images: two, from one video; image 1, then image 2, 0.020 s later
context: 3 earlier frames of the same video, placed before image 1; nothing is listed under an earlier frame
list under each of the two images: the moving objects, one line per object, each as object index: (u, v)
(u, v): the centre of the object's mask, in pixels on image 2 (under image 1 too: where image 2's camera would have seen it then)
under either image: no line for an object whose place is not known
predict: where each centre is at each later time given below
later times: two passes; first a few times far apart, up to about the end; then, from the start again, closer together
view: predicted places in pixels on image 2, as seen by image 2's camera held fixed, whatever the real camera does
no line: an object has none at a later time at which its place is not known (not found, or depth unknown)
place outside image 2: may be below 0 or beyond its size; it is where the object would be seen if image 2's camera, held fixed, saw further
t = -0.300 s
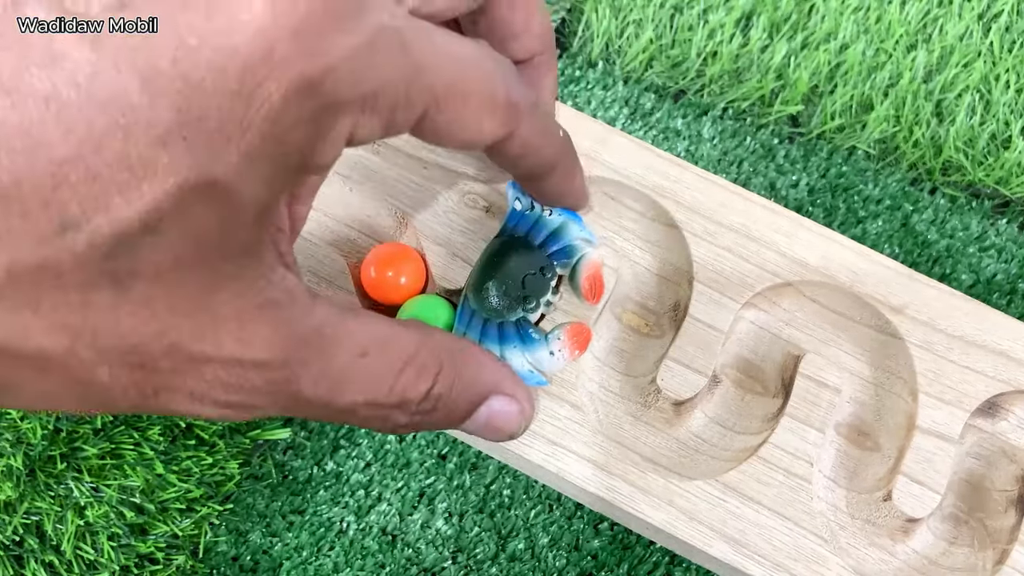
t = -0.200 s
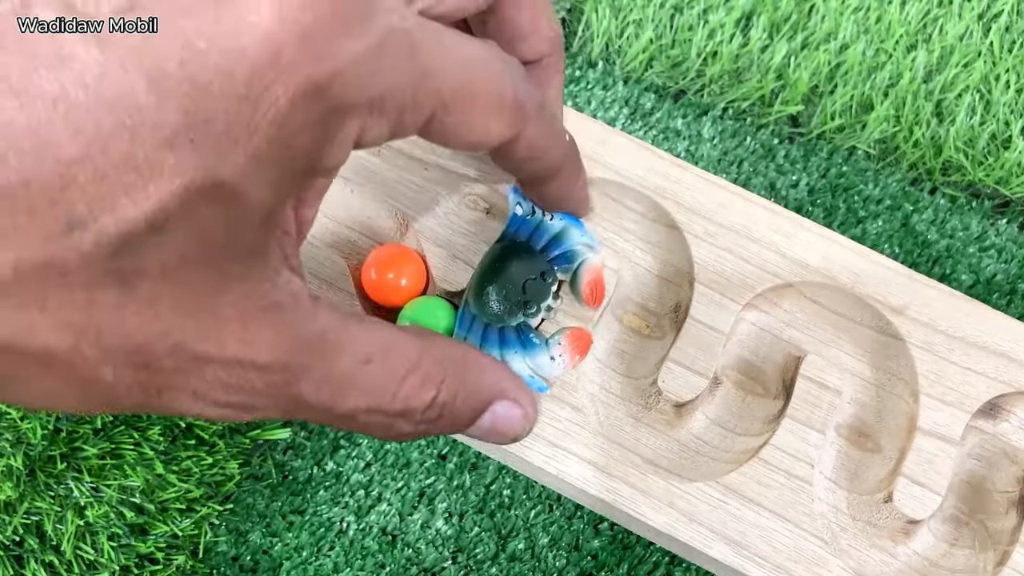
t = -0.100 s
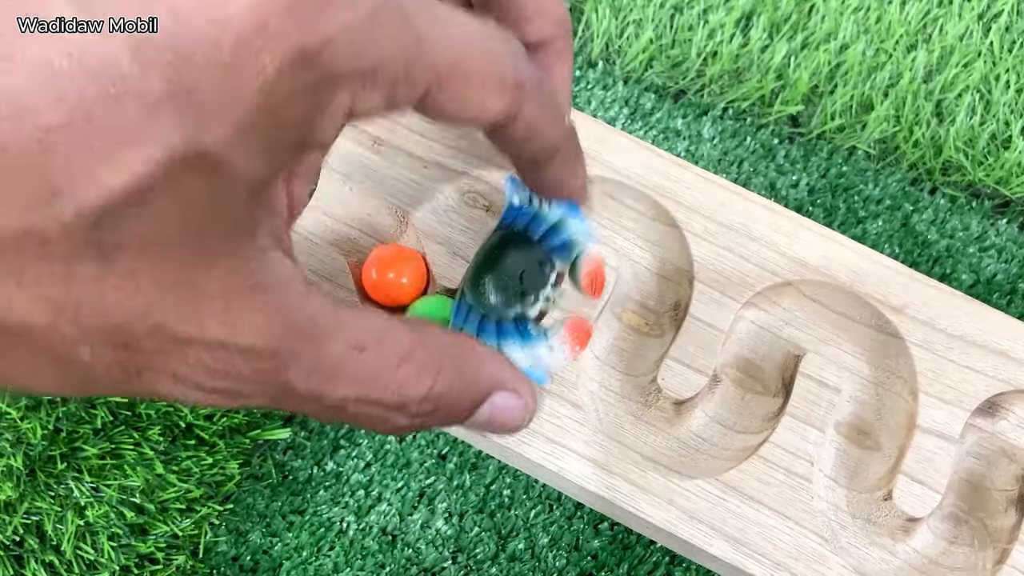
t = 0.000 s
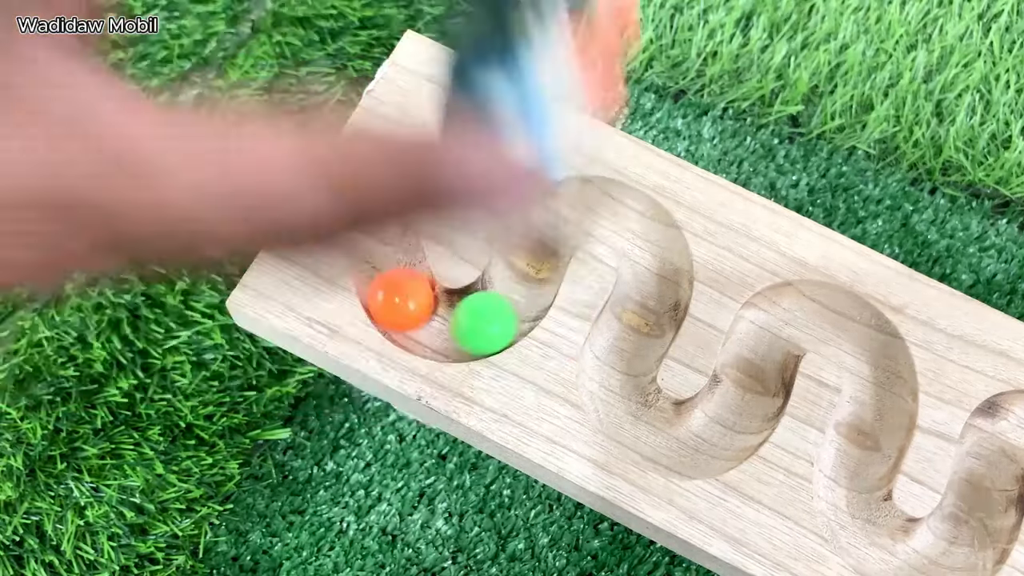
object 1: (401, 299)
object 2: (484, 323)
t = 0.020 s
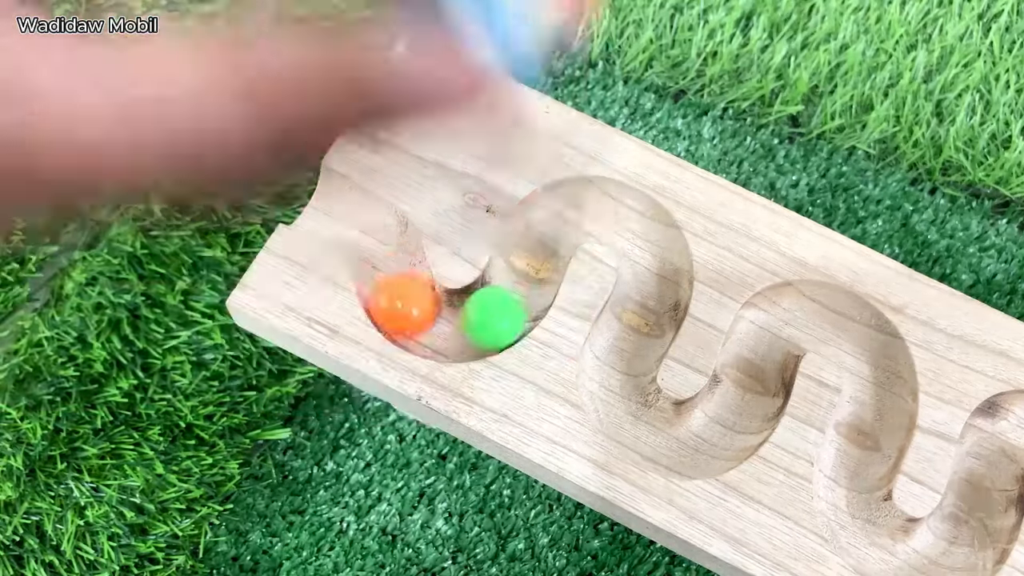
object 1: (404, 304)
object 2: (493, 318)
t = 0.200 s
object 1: (522, 287)
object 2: (557, 213)
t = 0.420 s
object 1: (646, 234)
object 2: (634, 336)
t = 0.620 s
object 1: (631, 418)
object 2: (731, 425)
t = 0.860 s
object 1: (796, 313)
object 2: (882, 369)
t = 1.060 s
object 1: (855, 472)
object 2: (892, 551)
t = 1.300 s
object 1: (992, 464)
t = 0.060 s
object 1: (414, 319)
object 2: (513, 302)
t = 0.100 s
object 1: (447, 329)
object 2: (531, 269)
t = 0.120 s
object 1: (460, 329)
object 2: (534, 259)
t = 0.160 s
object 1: (488, 322)
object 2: (540, 236)
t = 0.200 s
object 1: (522, 287)
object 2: (557, 213)
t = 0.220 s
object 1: (529, 275)
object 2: (570, 209)
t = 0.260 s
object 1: (537, 249)
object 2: (595, 207)
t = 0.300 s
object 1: (552, 217)
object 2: (638, 225)
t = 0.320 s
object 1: (561, 212)
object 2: (649, 239)
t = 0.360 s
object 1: (587, 209)
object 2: (661, 271)
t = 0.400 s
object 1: (632, 221)
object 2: (644, 321)
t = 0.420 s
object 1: (646, 234)
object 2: (634, 336)
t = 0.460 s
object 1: (660, 265)
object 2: (617, 366)
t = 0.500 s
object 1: (647, 314)
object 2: (619, 406)
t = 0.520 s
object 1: (639, 330)
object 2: (630, 418)
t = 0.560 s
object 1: (620, 362)
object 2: (661, 439)
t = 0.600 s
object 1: (620, 404)
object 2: (715, 436)
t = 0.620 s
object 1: (631, 418)
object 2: (731, 425)
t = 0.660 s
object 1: (660, 438)
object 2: (752, 394)
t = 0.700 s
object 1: (718, 436)
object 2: (766, 339)
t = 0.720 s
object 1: (731, 423)
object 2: (772, 323)
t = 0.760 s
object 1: (754, 391)
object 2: (797, 312)
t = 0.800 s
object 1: (766, 334)
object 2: (845, 325)
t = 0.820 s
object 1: (773, 322)
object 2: (862, 336)
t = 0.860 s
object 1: (796, 313)
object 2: (882, 369)
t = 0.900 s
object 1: (841, 323)
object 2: (878, 427)
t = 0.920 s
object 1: (858, 334)
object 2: (869, 443)
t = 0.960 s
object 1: (881, 365)
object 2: (855, 475)
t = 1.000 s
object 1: (879, 422)
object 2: (856, 521)
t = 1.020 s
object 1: (871, 440)
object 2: (864, 533)
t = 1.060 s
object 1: (855, 472)
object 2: (892, 551)
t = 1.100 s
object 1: (854, 518)
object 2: (945, 554)
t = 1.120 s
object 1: (863, 530)
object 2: (961, 549)
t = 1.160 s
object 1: (889, 551)
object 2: (982, 524)
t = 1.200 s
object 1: (946, 554)
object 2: (991, 469)
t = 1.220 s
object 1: (960, 548)
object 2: (992, 451)
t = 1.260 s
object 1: (982, 521)
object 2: (999, 429)
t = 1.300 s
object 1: (992, 464)
